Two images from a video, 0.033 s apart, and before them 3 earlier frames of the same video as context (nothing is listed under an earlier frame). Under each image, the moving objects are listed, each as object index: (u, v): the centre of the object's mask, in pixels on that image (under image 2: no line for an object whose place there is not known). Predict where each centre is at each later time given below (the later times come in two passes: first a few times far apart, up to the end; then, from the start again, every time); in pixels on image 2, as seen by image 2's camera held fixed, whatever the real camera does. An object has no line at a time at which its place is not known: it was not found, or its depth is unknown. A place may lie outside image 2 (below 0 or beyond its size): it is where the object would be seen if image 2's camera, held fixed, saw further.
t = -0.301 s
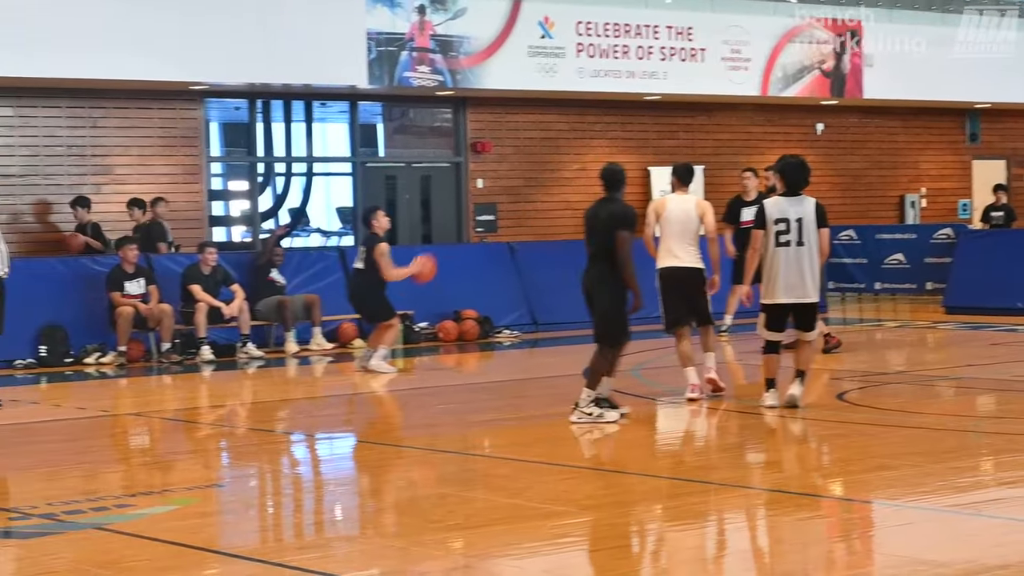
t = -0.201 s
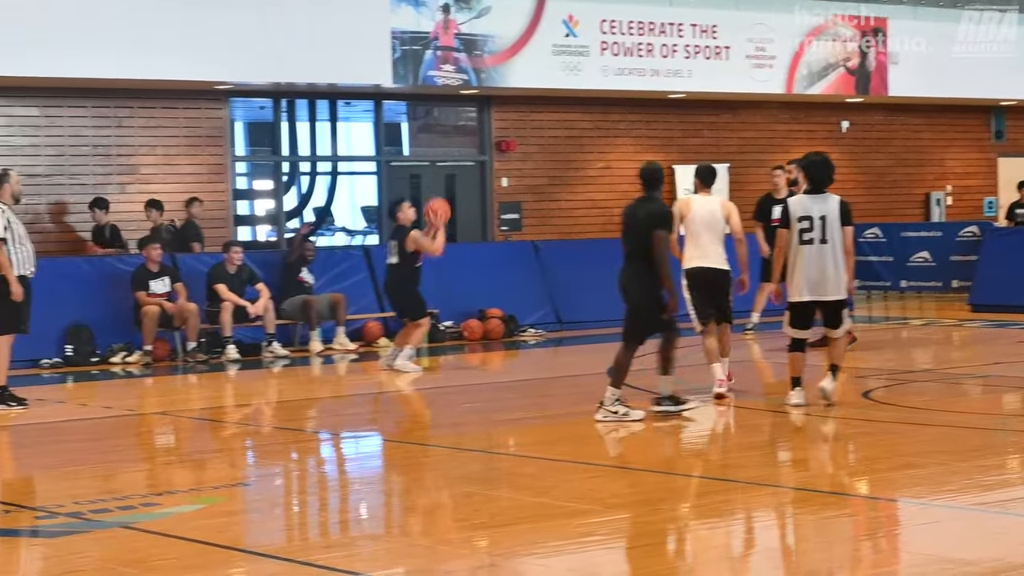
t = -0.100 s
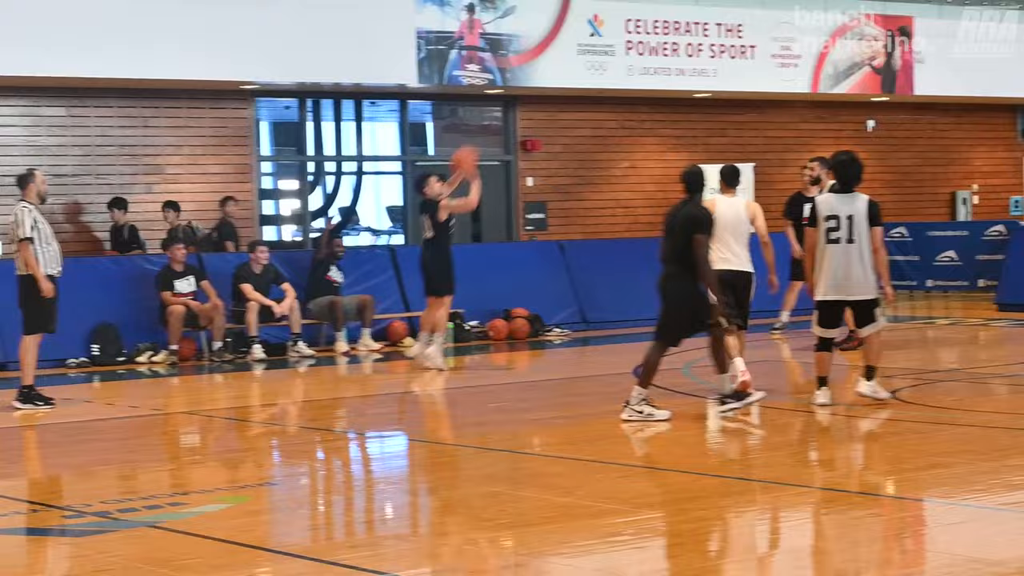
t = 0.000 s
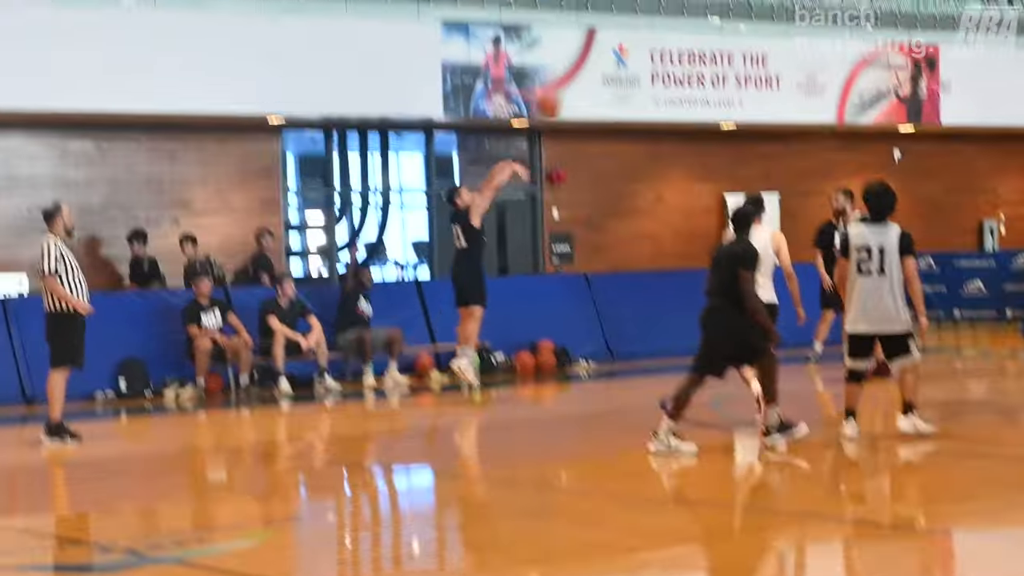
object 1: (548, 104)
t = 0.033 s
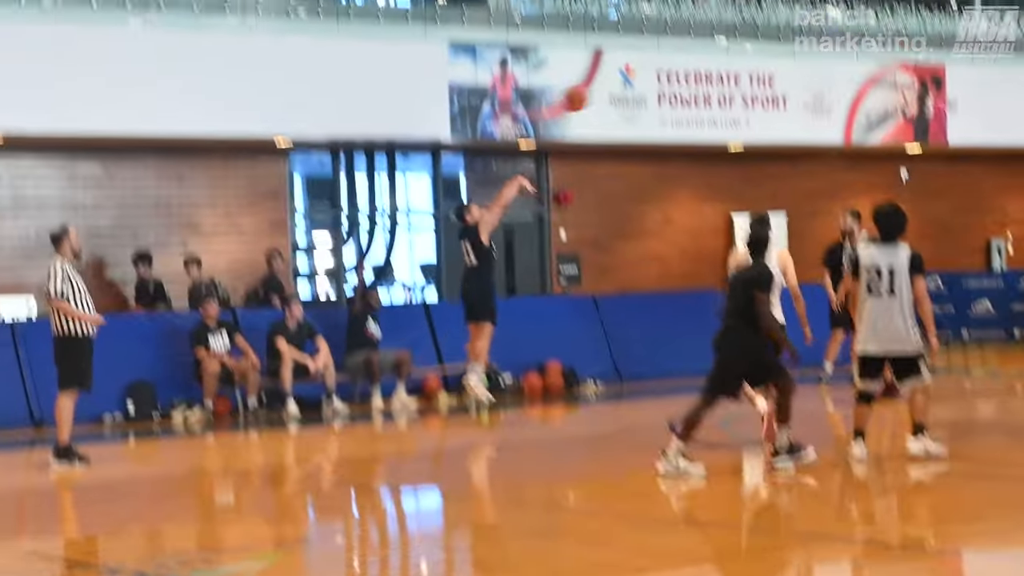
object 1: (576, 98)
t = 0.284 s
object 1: (739, -79)
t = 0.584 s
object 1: (947, -206)
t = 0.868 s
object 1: (1164, -234)
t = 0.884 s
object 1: (1176, -232)
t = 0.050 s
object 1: (587, 84)
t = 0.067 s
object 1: (597, 70)
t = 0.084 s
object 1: (606, 57)
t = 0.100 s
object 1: (619, 43)
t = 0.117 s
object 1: (630, 31)
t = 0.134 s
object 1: (642, 19)
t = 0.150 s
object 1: (652, 7)
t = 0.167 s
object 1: (662, -5)
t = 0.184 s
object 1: (673, -17)
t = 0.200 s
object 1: (685, -28)
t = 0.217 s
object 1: (695, -40)
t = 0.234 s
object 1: (707, -50)
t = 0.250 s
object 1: (718, -59)
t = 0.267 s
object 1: (729, -70)
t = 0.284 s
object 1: (739, -79)
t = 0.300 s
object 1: (751, -89)
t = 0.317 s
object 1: (762, -99)
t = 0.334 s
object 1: (774, -107)
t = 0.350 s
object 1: (785, -116)
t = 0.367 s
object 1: (796, -124)
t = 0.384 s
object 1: (808, -132)
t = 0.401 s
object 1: (819, -140)
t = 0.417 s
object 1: (830, -148)
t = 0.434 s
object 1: (843, -155)
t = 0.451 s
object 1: (854, -162)
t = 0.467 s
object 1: (866, -169)
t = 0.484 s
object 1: (876, -175)
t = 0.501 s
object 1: (887, -180)
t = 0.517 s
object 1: (897, -185)
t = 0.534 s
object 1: (909, -191)
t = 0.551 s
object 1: (921, -196)
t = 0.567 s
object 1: (935, -201)
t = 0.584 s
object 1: (947, -206)
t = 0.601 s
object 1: (960, -210)
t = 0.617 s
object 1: (972, -215)
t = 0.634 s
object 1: (985, -218)
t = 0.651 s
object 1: (998, -222)
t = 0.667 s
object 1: (1010, -226)
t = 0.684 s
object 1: (1022, -228)
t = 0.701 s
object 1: (1034, -230)
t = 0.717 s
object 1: (1047, -232)
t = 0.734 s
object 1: (1062, -235)
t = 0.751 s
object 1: (1074, -235)
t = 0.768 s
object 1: (1088, -237)
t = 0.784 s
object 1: (1099, -237)
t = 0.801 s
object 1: (1113, -238)
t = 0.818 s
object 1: (1124, -237)
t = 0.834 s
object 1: (1139, -237)
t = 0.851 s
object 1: (1151, -236)
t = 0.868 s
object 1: (1164, -234)
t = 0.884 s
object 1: (1176, -232)
